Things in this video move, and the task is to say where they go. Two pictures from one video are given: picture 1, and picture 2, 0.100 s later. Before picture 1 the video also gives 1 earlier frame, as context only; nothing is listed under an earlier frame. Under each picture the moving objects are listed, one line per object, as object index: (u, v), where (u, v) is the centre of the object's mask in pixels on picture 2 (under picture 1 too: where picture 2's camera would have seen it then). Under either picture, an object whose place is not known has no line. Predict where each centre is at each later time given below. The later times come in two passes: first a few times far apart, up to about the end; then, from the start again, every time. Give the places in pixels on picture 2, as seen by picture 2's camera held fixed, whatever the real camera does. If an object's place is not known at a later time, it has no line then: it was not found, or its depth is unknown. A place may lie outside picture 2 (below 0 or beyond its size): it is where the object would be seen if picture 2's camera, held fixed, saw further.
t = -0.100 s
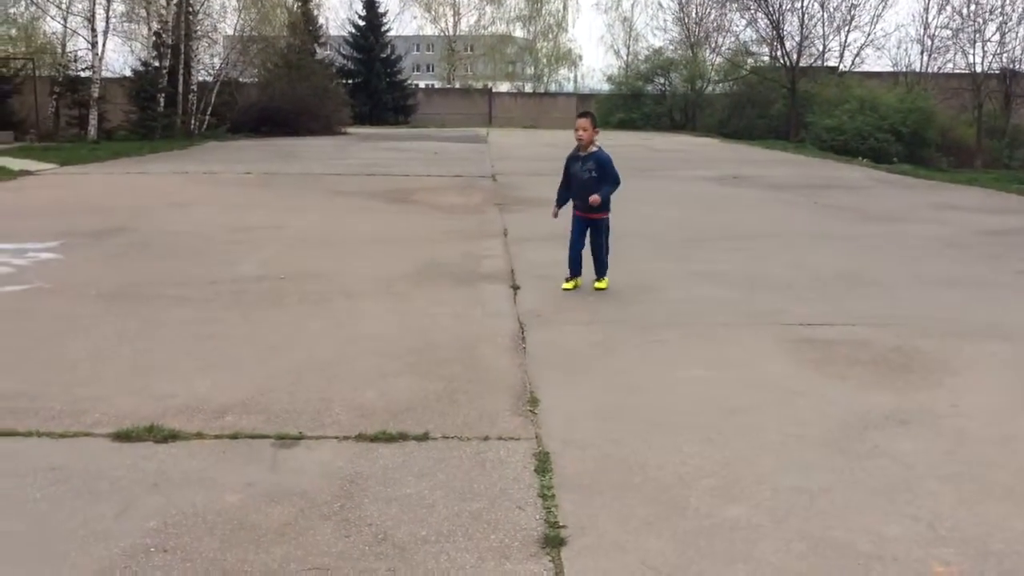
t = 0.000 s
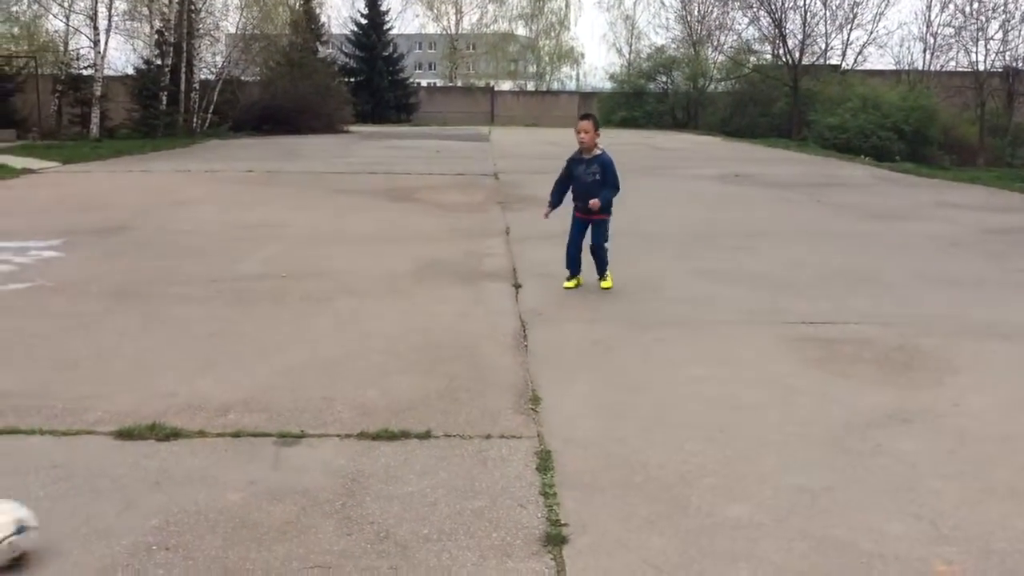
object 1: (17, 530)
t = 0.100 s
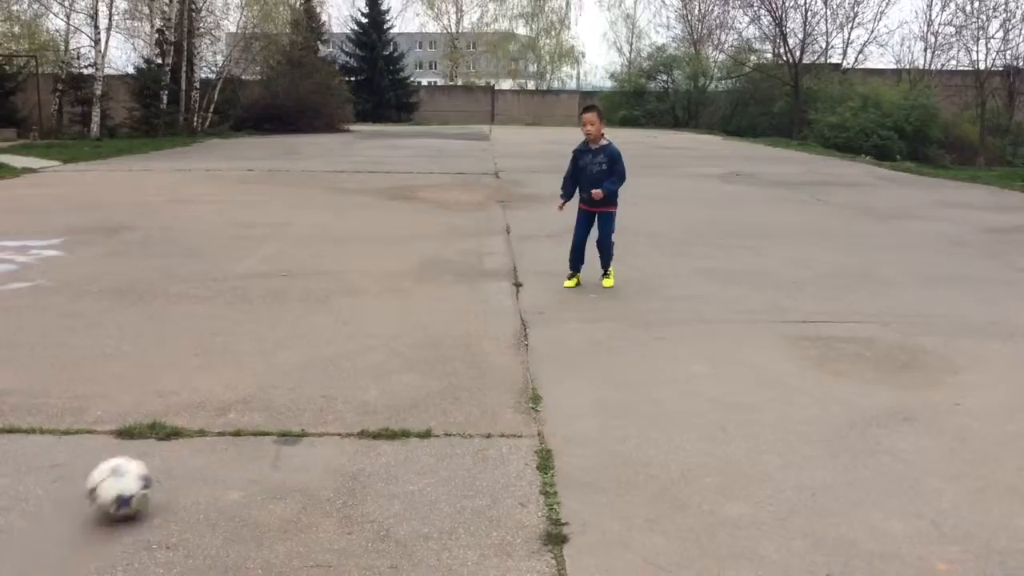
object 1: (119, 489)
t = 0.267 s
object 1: (272, 428)
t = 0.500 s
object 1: (417, 375)
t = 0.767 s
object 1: (527, 336)
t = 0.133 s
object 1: (154, 473)
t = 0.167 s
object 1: (186, 462)
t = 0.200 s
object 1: (218, 454)
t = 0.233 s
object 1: (247, 438)
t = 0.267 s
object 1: (272, 428)
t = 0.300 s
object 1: (296, 419)
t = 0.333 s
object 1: (321, 414)
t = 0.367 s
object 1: (344, 407)
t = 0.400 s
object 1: (362, 395)
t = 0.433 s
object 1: (381, 387)
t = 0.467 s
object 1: (399, 379)
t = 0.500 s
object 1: (417, 375)
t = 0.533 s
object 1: (433, 374)
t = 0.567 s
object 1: (448, 365)
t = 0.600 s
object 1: (463, 356)
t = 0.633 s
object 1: (476, 349)
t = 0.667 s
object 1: (490, 345)
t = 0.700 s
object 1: (503, 345)
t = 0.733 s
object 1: (515, 342)
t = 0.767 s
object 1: (527, 336)
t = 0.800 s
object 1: (537, 328)
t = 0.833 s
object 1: (550, 324)
